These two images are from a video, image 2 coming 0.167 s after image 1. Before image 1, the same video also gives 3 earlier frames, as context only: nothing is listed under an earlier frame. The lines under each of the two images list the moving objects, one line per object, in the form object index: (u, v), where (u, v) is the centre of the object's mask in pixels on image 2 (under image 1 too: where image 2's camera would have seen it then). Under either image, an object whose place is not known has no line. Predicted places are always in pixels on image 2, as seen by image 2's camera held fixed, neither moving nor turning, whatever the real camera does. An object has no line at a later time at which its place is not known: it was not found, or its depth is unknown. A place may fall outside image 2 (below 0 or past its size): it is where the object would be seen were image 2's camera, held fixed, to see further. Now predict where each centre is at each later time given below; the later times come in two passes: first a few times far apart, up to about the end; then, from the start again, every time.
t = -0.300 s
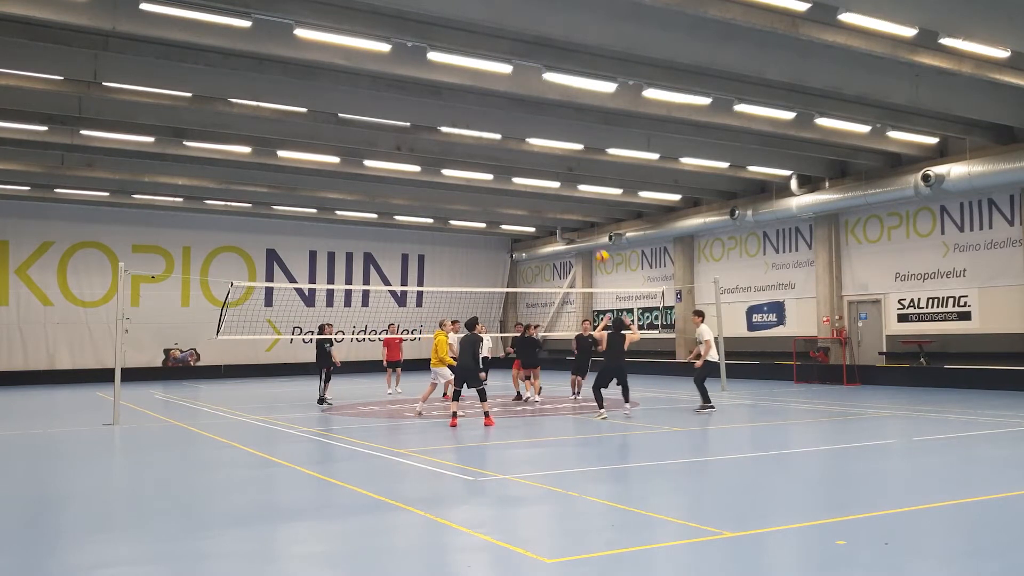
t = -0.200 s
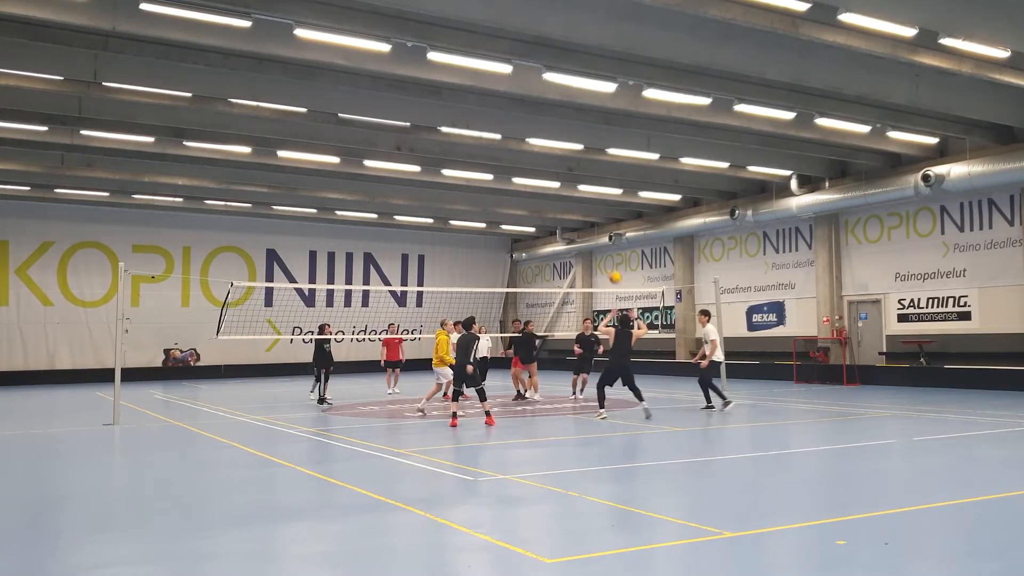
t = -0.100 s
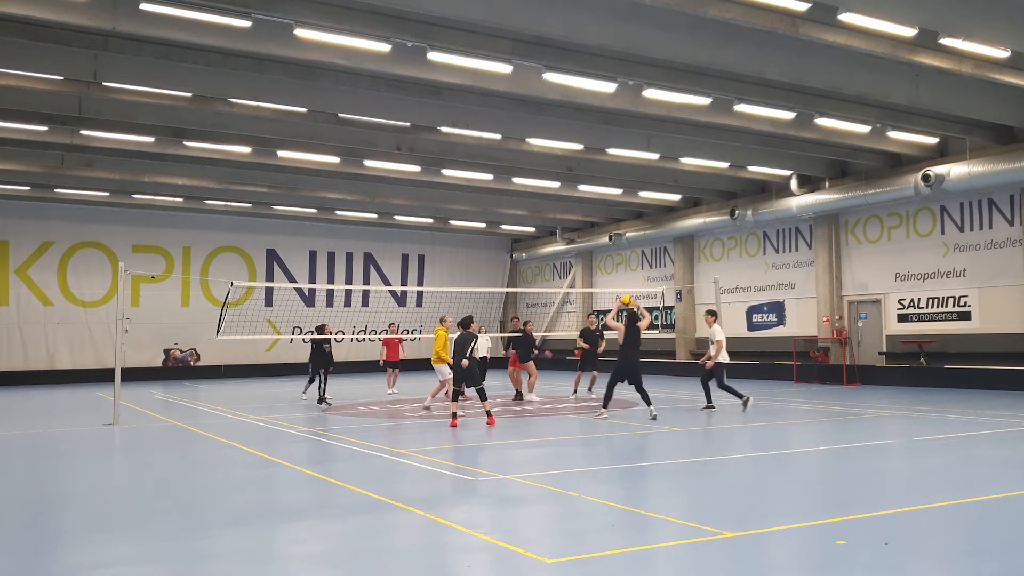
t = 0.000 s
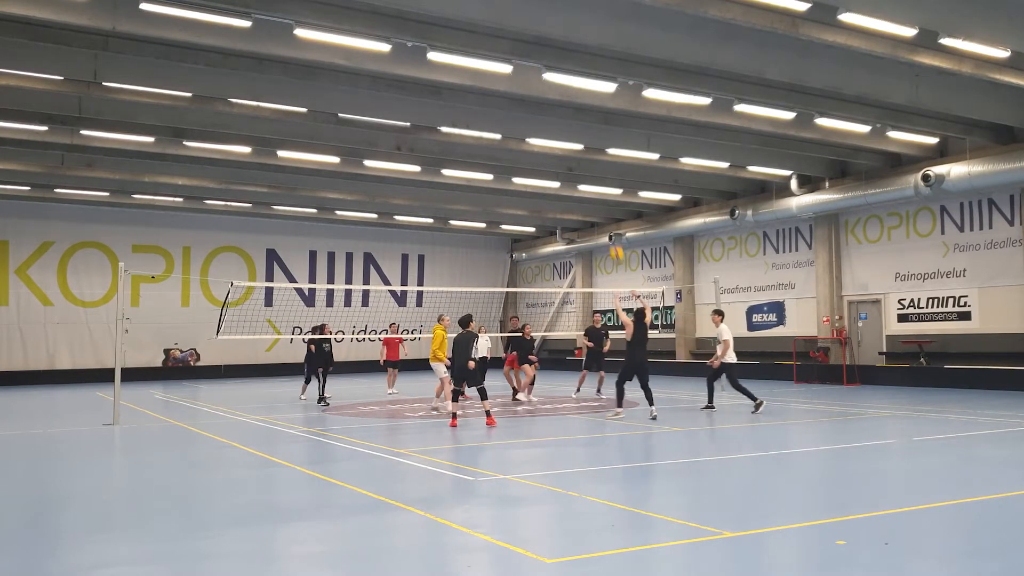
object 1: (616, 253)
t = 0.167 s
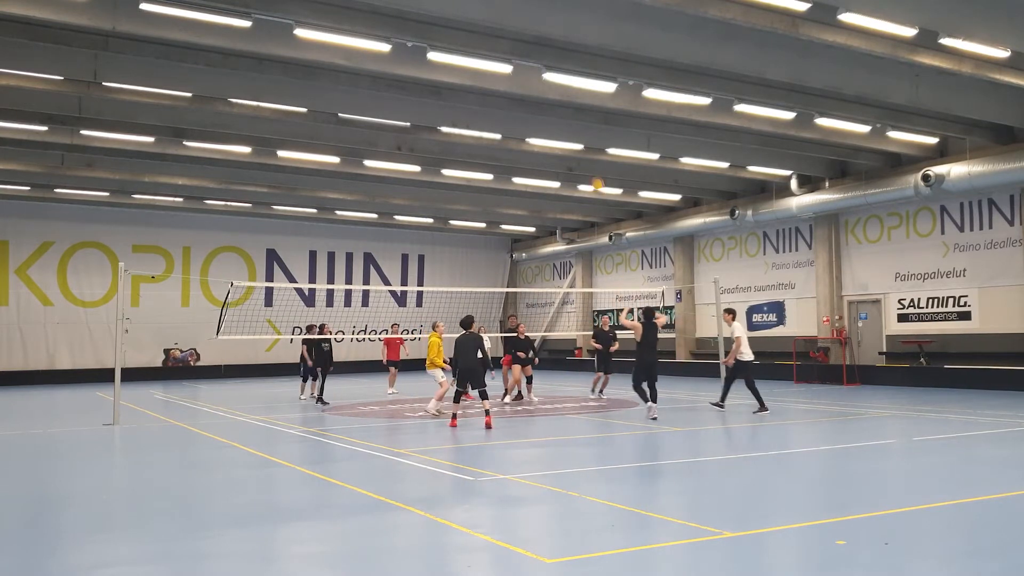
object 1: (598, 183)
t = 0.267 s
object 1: (588, 154)
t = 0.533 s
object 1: (563, 108)
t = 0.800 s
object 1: (540, 104)
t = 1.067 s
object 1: (521, 138)
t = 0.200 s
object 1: (594, 174)
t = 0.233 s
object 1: (591, 163)
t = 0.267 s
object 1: (588, 154)
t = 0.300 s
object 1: (585, 145)
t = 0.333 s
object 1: (581, 137)
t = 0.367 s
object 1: (578, 130)
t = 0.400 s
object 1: (575, 124)
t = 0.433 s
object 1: (572, 119)
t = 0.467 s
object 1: (569, 114)
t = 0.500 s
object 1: (566, 111)
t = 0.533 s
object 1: (563, 108)
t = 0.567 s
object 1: (560, 105)
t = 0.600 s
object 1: (557, 103)
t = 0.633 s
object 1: (554, 101)
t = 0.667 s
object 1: (551, 101)
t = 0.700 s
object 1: (548, 100)
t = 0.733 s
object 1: (545, 101)
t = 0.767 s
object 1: (543, 102)
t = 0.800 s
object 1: (540, 104)
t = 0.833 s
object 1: (537, 106)
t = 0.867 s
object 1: (535, 109)
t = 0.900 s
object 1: (532, 112)
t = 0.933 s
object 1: (530, 116)
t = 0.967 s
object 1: (527, 121)
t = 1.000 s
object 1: (525, 126)
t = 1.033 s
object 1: (523, 131)
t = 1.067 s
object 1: (521, 138)
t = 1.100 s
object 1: (518, 145)
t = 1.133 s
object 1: (516, 152)
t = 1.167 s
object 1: (514, 160)
